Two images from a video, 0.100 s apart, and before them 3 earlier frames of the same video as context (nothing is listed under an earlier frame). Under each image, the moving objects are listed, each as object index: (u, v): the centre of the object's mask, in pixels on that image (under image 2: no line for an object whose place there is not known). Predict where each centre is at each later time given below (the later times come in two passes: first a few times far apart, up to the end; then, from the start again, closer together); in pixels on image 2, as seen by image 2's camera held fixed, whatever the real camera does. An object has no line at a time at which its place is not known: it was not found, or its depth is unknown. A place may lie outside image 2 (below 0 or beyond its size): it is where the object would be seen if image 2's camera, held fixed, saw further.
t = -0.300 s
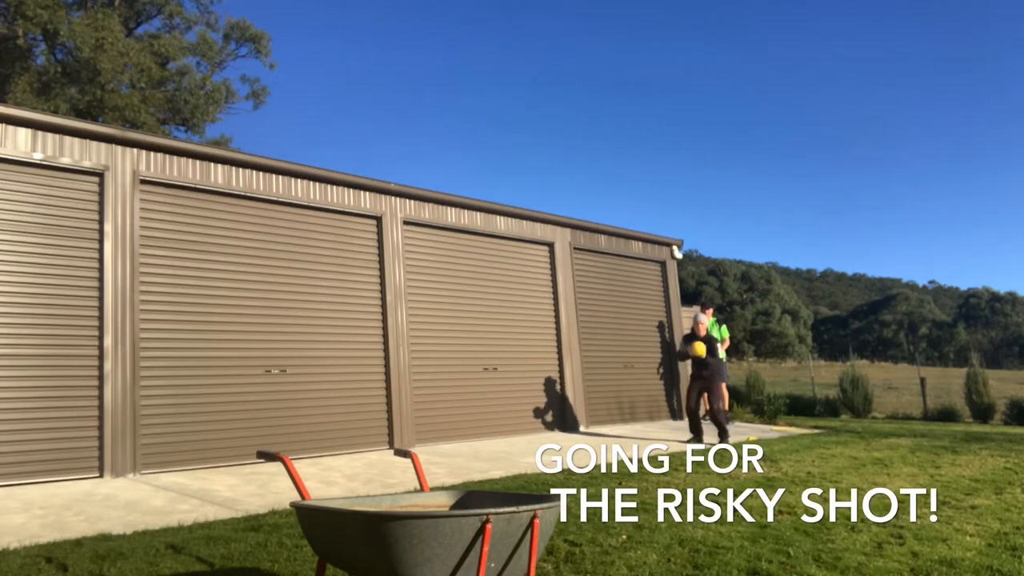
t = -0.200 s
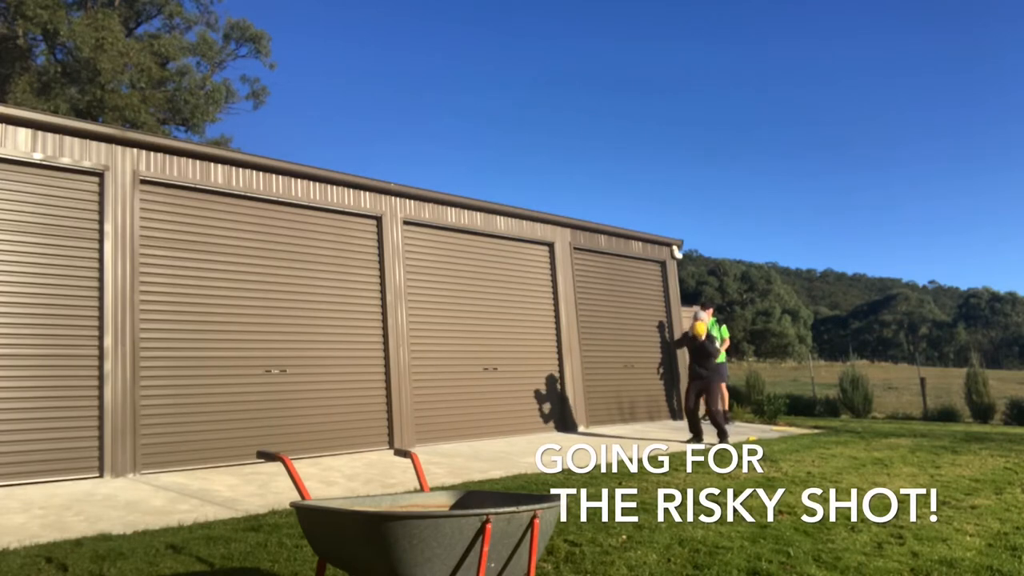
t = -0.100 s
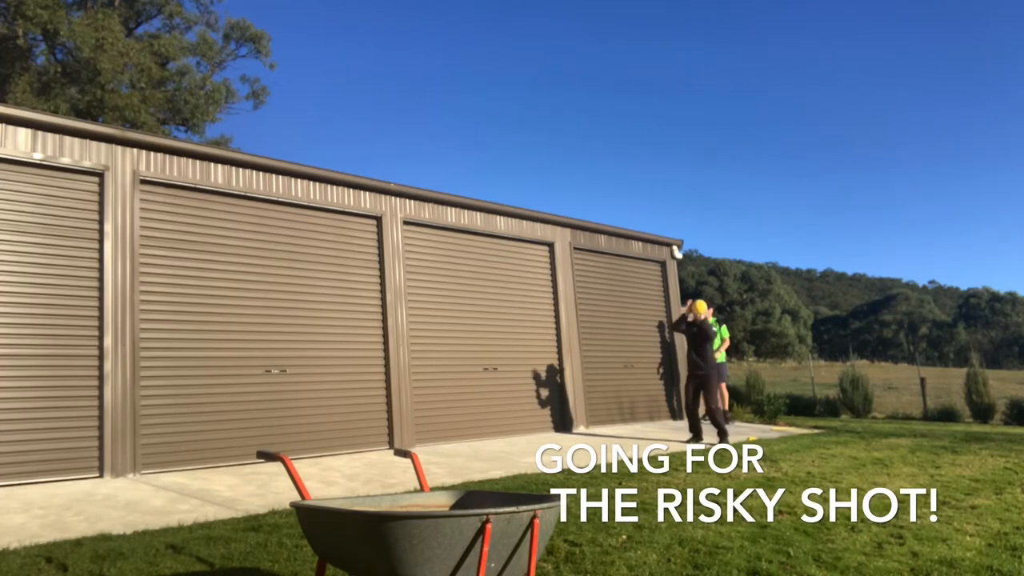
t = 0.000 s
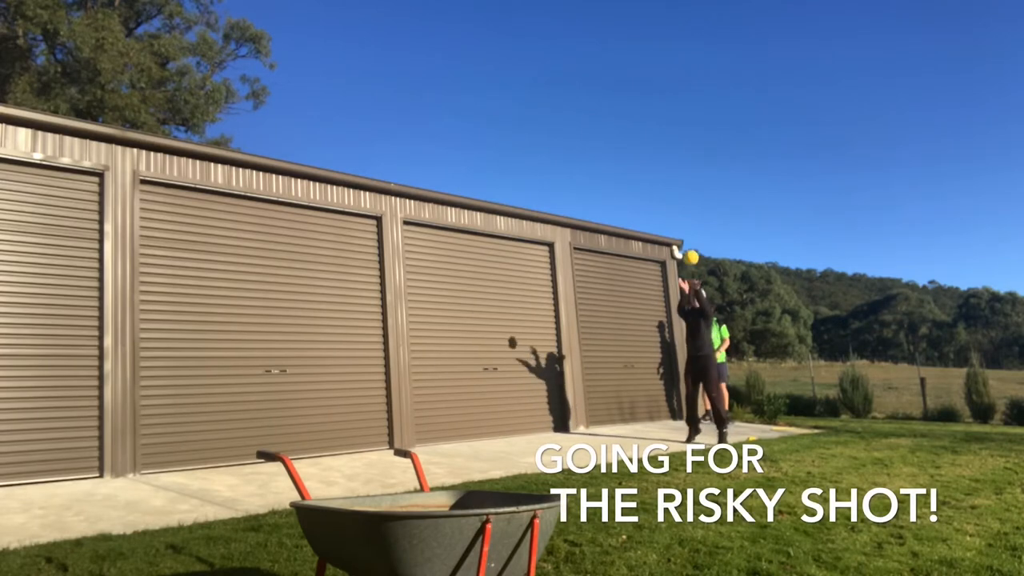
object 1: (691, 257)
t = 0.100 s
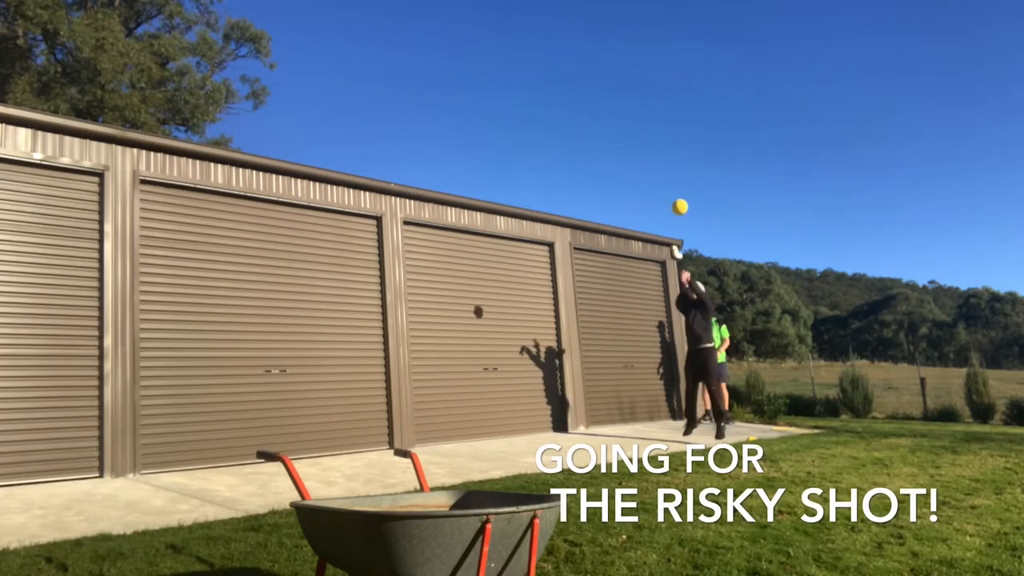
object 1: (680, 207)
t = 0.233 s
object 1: (663, 148)
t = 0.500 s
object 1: (629, 70)
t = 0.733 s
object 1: (596, 56)
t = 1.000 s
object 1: (556, 143)
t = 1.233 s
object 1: (525, 379)
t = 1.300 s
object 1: (520, 484)
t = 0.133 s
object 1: (676, 191)
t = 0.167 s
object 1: (672, 176)
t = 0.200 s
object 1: (668, 162)
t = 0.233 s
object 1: (663, 148)
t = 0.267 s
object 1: (659, 136)
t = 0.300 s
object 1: (655, 124)
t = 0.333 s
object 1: (651, 113)
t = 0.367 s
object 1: (647, 102)
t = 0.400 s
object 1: (642, 93)
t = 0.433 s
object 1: (638, 84)
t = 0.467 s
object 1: (634, 77)
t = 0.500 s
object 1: (629, 70)
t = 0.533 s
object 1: (625, 64)
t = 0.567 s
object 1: (620, 60)
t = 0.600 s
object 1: (615, 56)
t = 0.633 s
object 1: (611, 54)
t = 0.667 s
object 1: (606, 54)
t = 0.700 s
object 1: (600, 54)
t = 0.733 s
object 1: (596, 56)
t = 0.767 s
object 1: (590, 60)
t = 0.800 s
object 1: (585, 66)
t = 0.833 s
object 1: (581, 73)
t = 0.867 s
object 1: (576, 82)
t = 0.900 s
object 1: (571, 94)
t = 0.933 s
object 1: (566, 107)
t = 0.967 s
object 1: (561, 124)
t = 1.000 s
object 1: (556, 143)
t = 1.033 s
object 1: (551, 165)
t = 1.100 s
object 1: (542, 220)
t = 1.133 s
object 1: (538, 252)
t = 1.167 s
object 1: (533, 290)
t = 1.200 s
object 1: (529, 332)
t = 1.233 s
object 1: (525, 379)
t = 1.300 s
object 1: (520, 484)
